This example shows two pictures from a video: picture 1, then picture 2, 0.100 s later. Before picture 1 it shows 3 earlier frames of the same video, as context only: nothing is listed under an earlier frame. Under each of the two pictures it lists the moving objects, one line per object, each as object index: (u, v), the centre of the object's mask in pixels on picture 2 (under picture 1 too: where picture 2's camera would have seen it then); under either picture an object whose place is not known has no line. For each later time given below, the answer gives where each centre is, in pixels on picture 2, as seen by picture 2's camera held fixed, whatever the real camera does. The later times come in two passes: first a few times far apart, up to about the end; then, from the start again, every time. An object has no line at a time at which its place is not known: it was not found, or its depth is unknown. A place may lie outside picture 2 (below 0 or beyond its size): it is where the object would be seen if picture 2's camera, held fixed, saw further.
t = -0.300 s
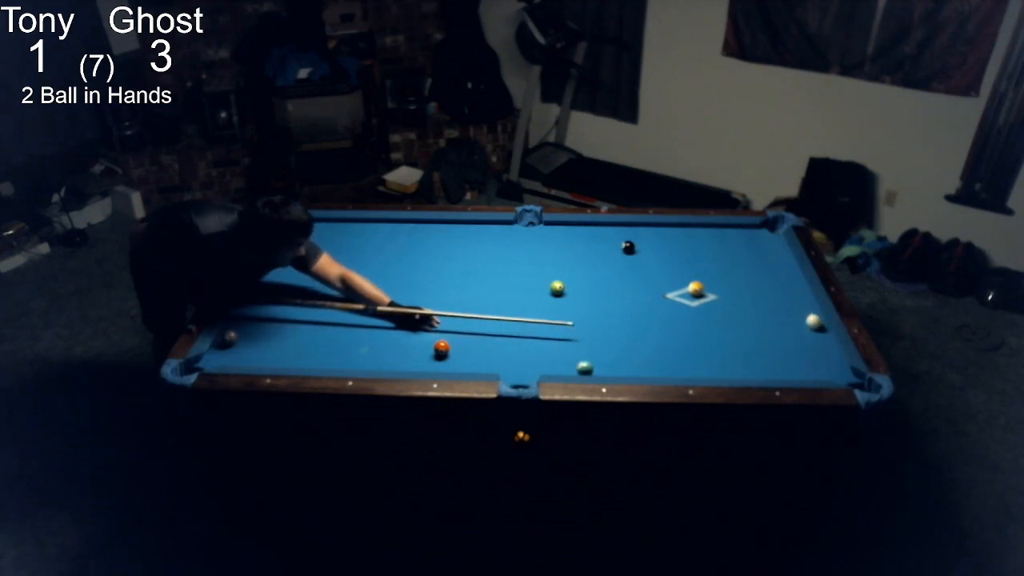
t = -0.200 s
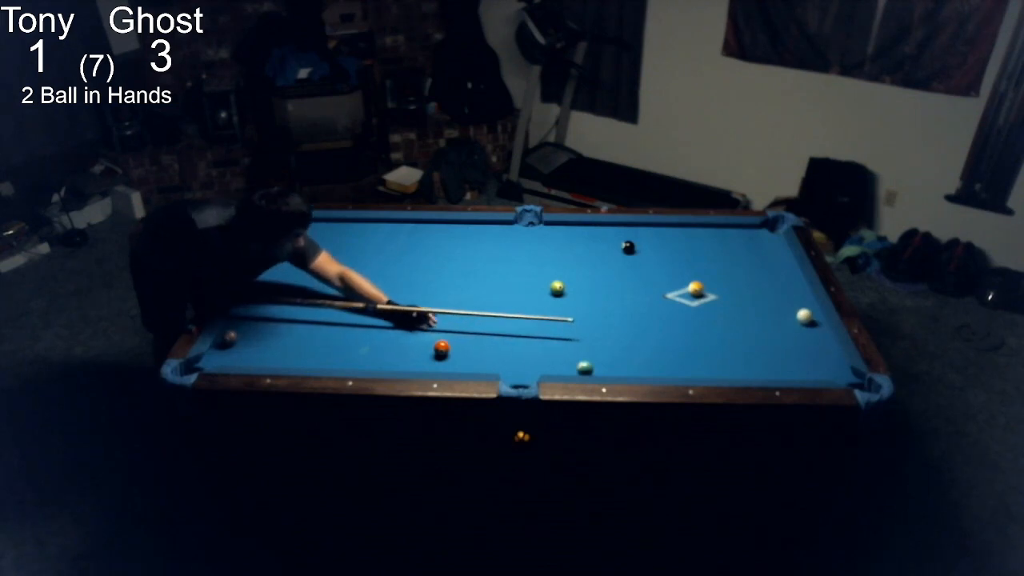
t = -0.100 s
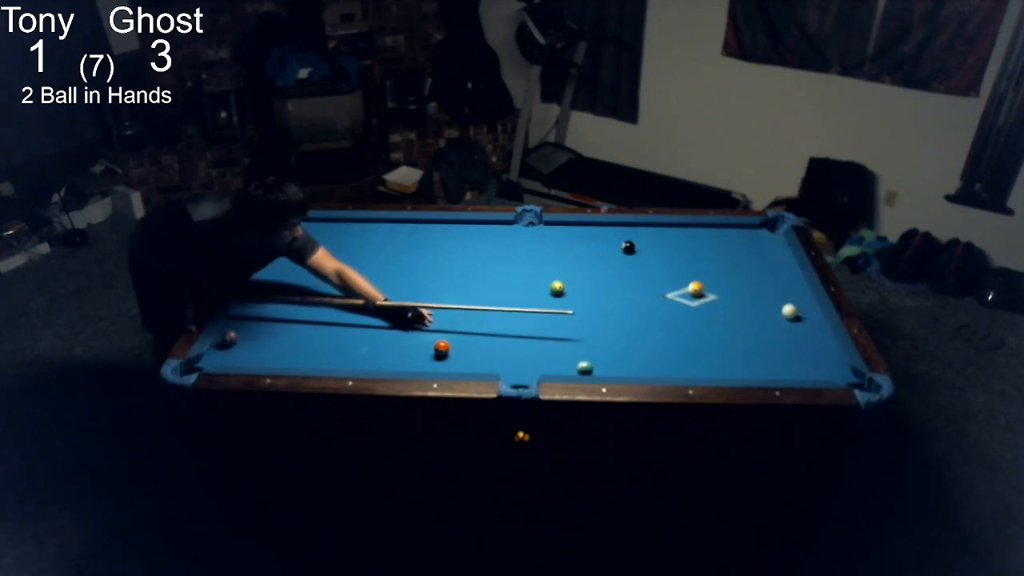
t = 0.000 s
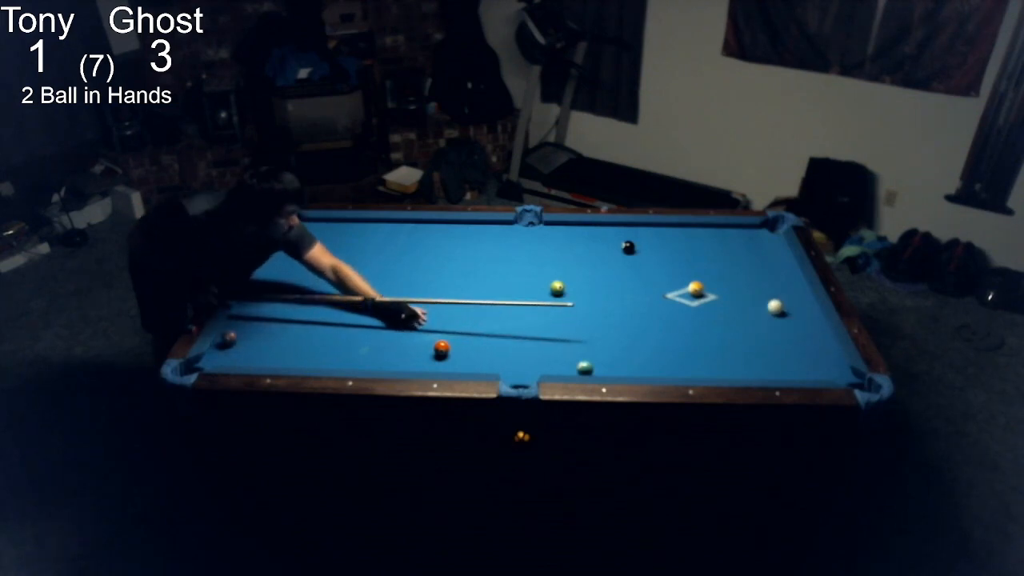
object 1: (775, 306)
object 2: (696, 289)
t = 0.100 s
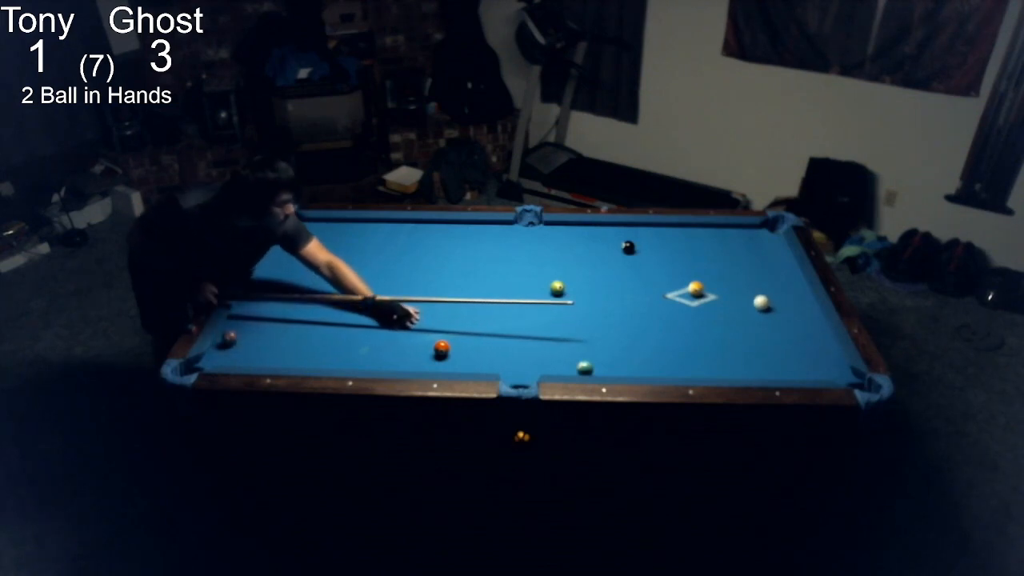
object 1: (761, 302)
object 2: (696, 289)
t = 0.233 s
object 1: (743, 297)
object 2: (696, 289)
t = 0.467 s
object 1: (713, 288)
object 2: (696, 289)
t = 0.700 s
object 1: (697, 279)
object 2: (685, 290)
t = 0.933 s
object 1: (685, 270)
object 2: (672, 292)
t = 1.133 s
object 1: (674, 263)
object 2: (663, 293)
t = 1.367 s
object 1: (663, 257)
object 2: (653, 295)
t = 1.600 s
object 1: (653, 251)
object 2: (644, 296)
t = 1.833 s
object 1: (643, 245)
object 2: (636, 297)
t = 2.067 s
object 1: (635, 239)
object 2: (629, 299)
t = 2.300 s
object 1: (626, 236)
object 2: (623, 300)
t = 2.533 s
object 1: (620, 232)
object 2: (617, 301)
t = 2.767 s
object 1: (614, 229)
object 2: (614, 302)
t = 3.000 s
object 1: (608, 226)
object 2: (611, 302)
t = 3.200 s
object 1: (606, 226)
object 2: (610, 303)
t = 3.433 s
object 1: (604, 227)
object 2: (610, 303)
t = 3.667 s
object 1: (603, 228)
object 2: (610, 303)
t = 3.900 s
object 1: (603, 228)
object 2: (610, 303)
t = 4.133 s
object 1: (603, 228)
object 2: (610, 303)
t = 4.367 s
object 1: (603, 228)
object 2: (610, 303)
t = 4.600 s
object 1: (603, 228)
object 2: (610, 302)
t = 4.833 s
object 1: (603, 228)
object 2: (610, 302)
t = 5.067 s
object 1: (603, 228)
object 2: (610, 302)
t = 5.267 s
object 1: (603, 228)
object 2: (610, 302)
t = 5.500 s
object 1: (603, 228)
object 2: (610, 302)
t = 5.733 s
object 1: (603, 228)
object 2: (610, 303)
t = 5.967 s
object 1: (603, 229)
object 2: (610, 302)
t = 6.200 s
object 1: (603, 228)
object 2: (610, 302)
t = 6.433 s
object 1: (603, 228)
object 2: (610, 302)
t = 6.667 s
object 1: (603, 228)
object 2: (610, 302)
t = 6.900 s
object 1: (603, 228)
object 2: (610, 302)
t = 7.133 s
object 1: (603, 229)
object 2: (610, 303)
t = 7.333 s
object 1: (603, 229)
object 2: (610, 303)
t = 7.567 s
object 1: (603, 229)
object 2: (610, 302)
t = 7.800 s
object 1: (603, 229)
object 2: (610, 303)
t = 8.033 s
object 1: (603, 229)
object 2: (610, 302)
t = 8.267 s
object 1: (603, 229)
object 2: (610, 302)
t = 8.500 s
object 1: (603, 229)
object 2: (610, 302)
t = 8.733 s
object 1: (603, 229)
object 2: (610, 302)
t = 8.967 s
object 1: (603, 229)
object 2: (610, 302)
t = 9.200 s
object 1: (603, 229)
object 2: (610, 302)
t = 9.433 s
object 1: (603, 229)
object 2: (610, 303)
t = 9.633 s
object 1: (603, 229)
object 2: (610, 302)
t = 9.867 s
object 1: (603, 229)
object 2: (610, 302)
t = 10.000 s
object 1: (603, 229)
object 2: (610, 302)
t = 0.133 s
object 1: (756, 301)
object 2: (696, 289)
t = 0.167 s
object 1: (752, 300)
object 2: (696, 289)
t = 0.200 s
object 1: (747, 298)
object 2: (696, 289)
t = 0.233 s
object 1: (743, 297)
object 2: (696, 289)
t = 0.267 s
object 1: (739, 295)
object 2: (696, 289)
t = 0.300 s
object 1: (734, 294)
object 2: (696, 289)
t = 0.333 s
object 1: (730, 293)
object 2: (696, 289)
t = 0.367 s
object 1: (726, 292)
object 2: (696, 289)
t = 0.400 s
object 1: (721, 290)
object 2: (696, 289)
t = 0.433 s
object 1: (717, 289)
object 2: (696, 289)
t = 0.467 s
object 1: (713, 288)
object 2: (696, 289)
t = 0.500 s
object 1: (709, 286)
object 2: (695, 289)
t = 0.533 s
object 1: (708, 285)
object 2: (694, 289)
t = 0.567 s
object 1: (705, 284)
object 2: (692, 290)
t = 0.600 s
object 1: (703, 283)
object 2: (690, 290)
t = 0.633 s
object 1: (701, 281)
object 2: (688, 290)
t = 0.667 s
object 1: (699, 280)
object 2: (686, 290)
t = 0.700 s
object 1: (697, 279)
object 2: (685, 290)
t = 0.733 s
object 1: (695, 277)
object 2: (683, 290)
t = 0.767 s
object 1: (693, 276)
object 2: (681, 290)
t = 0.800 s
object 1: (692, 275)
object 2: (679, 290)
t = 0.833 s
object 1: (690, 274)
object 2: (677, 291)
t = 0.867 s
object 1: (688, 272)
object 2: (675, 291)
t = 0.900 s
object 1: (687, 271)
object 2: (674, 291)
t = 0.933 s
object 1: (685, 270)
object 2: (672, 292)
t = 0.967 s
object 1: (683, 269)
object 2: (670, 291)
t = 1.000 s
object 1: (681, 268)
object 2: (669, 292)
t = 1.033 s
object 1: (679, 267)
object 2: (668, 292)
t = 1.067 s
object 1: (678, 266)
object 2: (666, 292)
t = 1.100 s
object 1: (676, 265)
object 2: (665, 293)
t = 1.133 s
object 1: (674, 263)
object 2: (663, 293)
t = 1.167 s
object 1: (673, 263)
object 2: (662, 293)
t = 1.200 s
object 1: (671, 262)
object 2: (660, 293)
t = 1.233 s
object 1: (669, 261)
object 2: (659, 294)
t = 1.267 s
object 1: (668, 260)
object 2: (657, 294)
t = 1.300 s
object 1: (666, 259)
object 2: (656, 294)
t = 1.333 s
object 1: (664, 258)
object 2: (655, 294)
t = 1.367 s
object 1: (663, 257)
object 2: (653, 295)
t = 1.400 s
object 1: (661, 256)
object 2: (652, 295)
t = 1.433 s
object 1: (660, 255)
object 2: (651, 295)
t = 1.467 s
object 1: (658, 254)
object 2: (649, 295)
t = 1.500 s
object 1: (657, 253)
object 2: (648, 295)
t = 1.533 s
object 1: (656, 252)
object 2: (647, 296)
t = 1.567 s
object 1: (654, 252)
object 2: (645, 296)
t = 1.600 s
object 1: (653, 251)
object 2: (644, 296)
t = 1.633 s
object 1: (651, 250)
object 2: (643, 296)
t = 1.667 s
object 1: (650, 249)
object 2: (642, 297)
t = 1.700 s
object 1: (649, 248)
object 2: (640, 297)
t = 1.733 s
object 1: (647, 248)
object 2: (639, 297)
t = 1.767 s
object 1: (646, 247)
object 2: (638, 297)
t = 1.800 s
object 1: (645, 246)
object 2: (637, 297)
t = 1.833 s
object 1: (643, 245)
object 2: (636, 297)
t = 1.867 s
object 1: (642, 244)
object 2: (635, 298)
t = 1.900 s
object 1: (641, 244)
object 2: (633, 298)
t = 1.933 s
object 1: (640, 243)
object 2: (632, 298)
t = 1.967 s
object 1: (639, 242)
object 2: (632, 298)
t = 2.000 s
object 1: (637, 241)
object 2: (631, 298)
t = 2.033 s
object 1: (636, 240)
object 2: (629, 299)
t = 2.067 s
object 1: (635, 239)
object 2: (629, 299)
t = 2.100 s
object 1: (634, 239)
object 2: (628, 299)
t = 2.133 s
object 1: (632, 238)
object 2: (627, 299)
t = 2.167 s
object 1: (631, 237)
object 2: (626, 299)
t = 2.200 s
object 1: (630, 237)
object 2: (625, 299)
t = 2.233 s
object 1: (628, 236)
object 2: (624, 300)
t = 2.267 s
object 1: (627, 236)
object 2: (623, 300)
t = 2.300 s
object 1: (626, 236)
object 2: (623, 300)
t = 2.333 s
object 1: (625, 236)
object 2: (622, 300)
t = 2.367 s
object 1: (624, 235)
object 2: (621, 300)
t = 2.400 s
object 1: (623, 235)
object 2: (620, 300)
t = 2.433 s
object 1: (622, 234)
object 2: (620, 301)
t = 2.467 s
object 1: (621, 233)
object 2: (619, 301)
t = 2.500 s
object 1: (620, 233)
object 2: (618, 301)
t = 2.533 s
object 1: (620, 232)
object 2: (617, 301)
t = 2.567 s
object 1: (619, 232)
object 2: (617, 301)
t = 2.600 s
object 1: (618, 231)
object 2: (616, 301)
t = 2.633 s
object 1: (617, 231)
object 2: (615, 301)
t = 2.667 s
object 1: (616, 230)
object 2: (615, 301)
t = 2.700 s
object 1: (615, 230)
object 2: (614, 301)
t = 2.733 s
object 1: (614, 229)
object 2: (614, 301)
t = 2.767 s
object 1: (614, 229)
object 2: (614, 302)
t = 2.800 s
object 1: (613, 228)
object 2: (613, 302)
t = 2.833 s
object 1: (612, 228)
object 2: (613, 302)
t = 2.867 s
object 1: (611, 228)
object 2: (612, 302)
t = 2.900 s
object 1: (610, 227)
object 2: (612, 302)
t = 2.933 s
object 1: (610, 227)
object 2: (612, 302)
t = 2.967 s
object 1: (609, 226)
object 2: (612, 302)
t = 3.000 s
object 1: (608, 226)
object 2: (611, 302)
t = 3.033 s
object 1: (607, 226)
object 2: (611, 302)
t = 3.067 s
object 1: (607, 225)
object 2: (611, 302)
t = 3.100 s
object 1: (606, 225)
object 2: (611, 302)
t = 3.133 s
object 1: (606, 226)
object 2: (610, 302)
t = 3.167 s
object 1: (606, 226)
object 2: (610, 303)
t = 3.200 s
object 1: (606, 226)
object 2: (610, 303)
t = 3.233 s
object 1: (605, 226)
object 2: (610, 303)
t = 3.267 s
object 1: (605, 226)
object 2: (610, 303)
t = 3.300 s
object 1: (605, 226)
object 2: (610, 303)
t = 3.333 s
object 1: (605, 227)
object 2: (610, 303)
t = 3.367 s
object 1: (604, 227)
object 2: (610, 302)
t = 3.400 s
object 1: (604, 227)
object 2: (610, 303)
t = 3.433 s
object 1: (604, 227)
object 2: (610, 303)
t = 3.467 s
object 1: (604, 227)
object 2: (610, 303)
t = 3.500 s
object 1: (604, 227)
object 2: (610, 303)
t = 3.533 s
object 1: (603, 227)
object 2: (610, 303)
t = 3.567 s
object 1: (603, 227)
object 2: (610, 303)
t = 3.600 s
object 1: (603, 228)
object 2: (610, 303)
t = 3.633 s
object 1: (603, 228)
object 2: (610, 303)
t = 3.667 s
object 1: (603, 228)
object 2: (610, 303)
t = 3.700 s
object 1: (603, 228)
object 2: (610, 303)
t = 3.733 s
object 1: (603, 228)
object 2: (610, 303)
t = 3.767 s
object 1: (603, 228)
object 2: (610, 303)
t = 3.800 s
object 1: (603, 228)
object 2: (610, 303)
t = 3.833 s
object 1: (603, 228)
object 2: (610, 303)
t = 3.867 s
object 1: (603, 228)
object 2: (610, 303)
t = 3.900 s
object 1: (603, 228)
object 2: (610, 303)
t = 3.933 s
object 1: (603, 228)
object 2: (610, 303)
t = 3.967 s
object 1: (603, 228)
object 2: (610, 303)
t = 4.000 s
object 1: (603, 228)
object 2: (610, 303)
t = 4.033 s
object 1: (603, 228)
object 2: (610, 303)
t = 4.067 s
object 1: (603, 228)
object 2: (610, 303)
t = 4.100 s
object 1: (603, 228)
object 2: (610, 303)
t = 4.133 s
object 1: (603, 228)
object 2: (610, 303)
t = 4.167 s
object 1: (603, 228)
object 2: (610, 303)
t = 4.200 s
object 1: (603, 228)
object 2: (610, 303)
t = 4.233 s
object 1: (603, 228)
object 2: (610, 303)
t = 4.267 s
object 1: (603, 228)
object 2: (610, 303)
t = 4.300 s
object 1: (603, 228)
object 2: (610, 303)
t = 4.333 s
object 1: (603, 228)
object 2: (610, 303)
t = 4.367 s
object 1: (603, 228)
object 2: (610, 303)
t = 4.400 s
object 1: (603, 228)
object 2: (610, 303)
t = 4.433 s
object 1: (603, 228)
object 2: (610, 303)
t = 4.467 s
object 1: (603, 228)
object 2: (610, 303)
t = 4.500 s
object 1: (603, 228)
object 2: (610, 303)
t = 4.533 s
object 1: (603, 228)
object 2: (610, 303)
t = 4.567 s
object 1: (603, 228)
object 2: (610, 303)
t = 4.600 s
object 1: (603, 228)
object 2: (610, 302)
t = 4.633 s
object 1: (603, 228)
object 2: (610, 303)
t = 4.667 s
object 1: (603, 228)
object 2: (610, 303)
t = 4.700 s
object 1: (603, 228)
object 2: (610, 302)
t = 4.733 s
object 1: (603, 228)
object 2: (610, 302)
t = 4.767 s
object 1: (603, 228)
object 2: (610, 302)
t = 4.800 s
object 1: (603, 228)
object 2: (610, 302)
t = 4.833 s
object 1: (603, 228)
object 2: (610, 302)
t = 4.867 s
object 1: (603, 228)
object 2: (610, 302)
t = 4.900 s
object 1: (603, 228)
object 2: (610, 302)
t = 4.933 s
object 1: (603, 228)
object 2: (610, 302)
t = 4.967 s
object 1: (603, 228)
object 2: (610, 302)
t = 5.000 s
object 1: (603, 228)
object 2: (610, 303)
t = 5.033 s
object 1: (603, 228)
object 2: (610, 302)
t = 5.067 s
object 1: (603, 228)
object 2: (610, 302)
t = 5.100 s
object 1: (603, 228)
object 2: (610, 302)
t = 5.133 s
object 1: (603, 228)
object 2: (610, 302)
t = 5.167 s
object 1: (603, 228)
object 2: (610, 302)
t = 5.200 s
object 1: (603, 228)
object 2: (610, 302)
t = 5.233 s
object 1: (603, 228)
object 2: (610, 302)
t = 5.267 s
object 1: (603, 228)
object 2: (610, 302)
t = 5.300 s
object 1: (603, 229)
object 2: (610, 302)
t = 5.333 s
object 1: (603, 228)
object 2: (610, 302)
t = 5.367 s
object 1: (603, 229)
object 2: (610, 302)
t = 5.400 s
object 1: (603, 228)
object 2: (610, 302)
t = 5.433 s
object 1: (603, 228)
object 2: (610, 302)
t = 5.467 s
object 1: (603, 228)
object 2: (610, 302)
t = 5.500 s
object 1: (603, 228)
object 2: (610, 302)
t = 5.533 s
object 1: (603, 228)
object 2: (610, 302)
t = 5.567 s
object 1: (603, 228)
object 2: (610, 302)
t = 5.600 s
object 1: (603, 228)
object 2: (610, 302)
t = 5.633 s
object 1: (603, 229)
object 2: (610, 302)
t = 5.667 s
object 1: (603, 228)
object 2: (610, 302)
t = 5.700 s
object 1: (603, 228)
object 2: (610, 302)
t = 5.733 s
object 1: (603, 228)
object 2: (610, 303)
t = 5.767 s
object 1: (603, 228)
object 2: (610, 302)
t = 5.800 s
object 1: (603, 228)
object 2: (610, 302)
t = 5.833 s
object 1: (603, 228)
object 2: (610, 302)
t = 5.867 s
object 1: (603, 229)
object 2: (610, 302)
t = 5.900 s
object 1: (603, 228)
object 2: (610, 302)
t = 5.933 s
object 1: (603, 229)
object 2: (610, 302)
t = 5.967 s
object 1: (603, 229)
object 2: (610, 302)
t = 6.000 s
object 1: (603, 229)
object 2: (610, 302)
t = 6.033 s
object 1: (603, 228)
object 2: (610, 302)
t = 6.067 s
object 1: (603, 228)
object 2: (610, 302)
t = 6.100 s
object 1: (603, 228)
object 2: (610, 302)
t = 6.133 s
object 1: (603, 228)
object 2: (610, 302)
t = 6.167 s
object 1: (603, 228)
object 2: (610, 302)
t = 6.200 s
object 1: (603, 228)
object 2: (610, 302)
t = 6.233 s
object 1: (603, 228)
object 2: (610, 302)
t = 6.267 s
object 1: (603, 228)
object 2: (610, 302)
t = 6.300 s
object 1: (603, 228)
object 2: (610, 302)
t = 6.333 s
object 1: (603, 228)
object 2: (610, 302)
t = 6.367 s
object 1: (603, 228)
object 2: (610, 302)
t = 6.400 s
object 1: (603, 228)
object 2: (610, 302)
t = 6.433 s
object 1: (603, 228)
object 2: (610, 302)
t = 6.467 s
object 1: (603, 228)
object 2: (610, 302)
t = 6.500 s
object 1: (603, 228)
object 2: (610, 302)
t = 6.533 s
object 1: (603, 228)
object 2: (610, 302)
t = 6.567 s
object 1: (603, 228)
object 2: (610, 302)
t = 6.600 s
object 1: (603, 228)
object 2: (610, 302)
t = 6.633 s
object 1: (603, 228)
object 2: (610, 302)
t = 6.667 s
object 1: (603, 228)
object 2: (610, 302)
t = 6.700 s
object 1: (603, 228)
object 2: (610, 302)
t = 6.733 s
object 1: (603, 228)
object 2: (610, 302)
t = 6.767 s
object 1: (603, 228)
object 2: (610, 302)
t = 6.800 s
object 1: (603, 228)
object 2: (610, 302)
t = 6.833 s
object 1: (603, 228)
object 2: (610, 302)
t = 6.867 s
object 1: (603, 228)
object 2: (610, 302)
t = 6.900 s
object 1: (603, 228)
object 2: (610, 302)
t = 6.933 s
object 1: (603, 228)
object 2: (610, 302)
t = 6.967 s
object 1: (603, 228)
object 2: (610, 303)
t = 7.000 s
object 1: (603, 229)
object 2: (610, 302)
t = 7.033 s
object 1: (603, 229)
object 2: (610, 302)
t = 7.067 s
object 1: (603, 229)
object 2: (610, 302)
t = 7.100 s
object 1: (603, 228)
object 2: (610, 302)
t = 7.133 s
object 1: (603, 229)
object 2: (610, 303)
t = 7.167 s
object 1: (603, 228)
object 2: (610, 303)
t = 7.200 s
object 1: (603, 228)
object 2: (610, 302)
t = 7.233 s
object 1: (603, 229)
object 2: (610, 302)
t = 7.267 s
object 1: (603, 229)
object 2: (610, 302)
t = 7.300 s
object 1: (603, 229)
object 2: (610, 303)
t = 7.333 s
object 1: (603, 229)
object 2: (610, 303)
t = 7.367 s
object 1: (603, 229)
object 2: (610, 303)
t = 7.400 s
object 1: (603, 229)
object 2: (610, 302)
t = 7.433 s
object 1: (603, 229)
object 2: (610, 302)
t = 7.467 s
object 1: (603, 229)
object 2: (610, 302)
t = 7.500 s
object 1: (603, 229)
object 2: (610, 303)
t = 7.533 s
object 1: (603, 229)
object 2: (610, 303)
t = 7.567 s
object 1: (603, 229)
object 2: (610, 302)
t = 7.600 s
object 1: (603, 229)
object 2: (610, 302)
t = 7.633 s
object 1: (603, 229)
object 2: (610, 302)
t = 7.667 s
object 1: (603, 229)
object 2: (610, 302)
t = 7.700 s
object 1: (603, 229)
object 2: (610, 303)
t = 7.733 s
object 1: (603, 229)
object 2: (610, 303)
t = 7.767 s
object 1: (603, 229)
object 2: (610, 302)
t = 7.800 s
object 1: (603, 229)
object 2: (610, 303)
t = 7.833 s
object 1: (603, 229)
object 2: (610, 302)
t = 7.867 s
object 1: (603, 229)
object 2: (610, 302)
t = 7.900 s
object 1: (603, 229)
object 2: (610, 302)
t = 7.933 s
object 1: (603, 229)
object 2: (610, 303)
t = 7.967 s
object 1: (603, 229)
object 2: (610, 302)
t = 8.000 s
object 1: (603, 229)
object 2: (610, 302)
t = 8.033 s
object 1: (603, 229)
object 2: (610, 302)
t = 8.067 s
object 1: (603, 229)
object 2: (610, 302)
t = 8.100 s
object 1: (603, 229)
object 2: (610, 302)
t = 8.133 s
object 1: (603, 229)
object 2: (610, 302)
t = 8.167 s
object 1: (603, 229)
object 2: (610, 302)
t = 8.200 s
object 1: (603, 229)
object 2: (610, 302)
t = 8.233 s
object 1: (603, 228)
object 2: (610, 302)
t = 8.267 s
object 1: (603, 229)
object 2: (610, 302)
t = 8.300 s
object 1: (603, 229)
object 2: (610, 302)
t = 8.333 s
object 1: (603, 229)
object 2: (610, 303)
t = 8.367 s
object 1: (603, 229)
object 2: (610, 302)
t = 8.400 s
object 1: (603, 229)
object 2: (610, 302)
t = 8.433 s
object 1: (603, 229)
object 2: (610, 302)
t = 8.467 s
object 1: (603, 229)
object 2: (610, 302)
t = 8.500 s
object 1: (603, 229)
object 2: (610, 302)
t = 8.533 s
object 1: (603, 229)
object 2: (610, 302)
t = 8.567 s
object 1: (603, 229)
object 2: (610, 302)
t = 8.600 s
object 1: (603, 229)
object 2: (610, 302)
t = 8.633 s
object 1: (603, 229)
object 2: (610, 302)
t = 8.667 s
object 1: (603, 229)
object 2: (610, 302)
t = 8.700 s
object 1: (603, 229)
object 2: (610, 302)
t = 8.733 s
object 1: (603, 229)
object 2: (610, 302)
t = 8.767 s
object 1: (603, 229)
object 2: (610, 302)
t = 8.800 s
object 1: (603, 229)
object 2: (610, 302)
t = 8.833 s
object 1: (603, 229)
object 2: (610, 302)
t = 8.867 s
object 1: (603, 229)
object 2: (610, 302)
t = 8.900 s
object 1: (603, 229)
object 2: (610, 302)
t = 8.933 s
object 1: (603, 229)
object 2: (610, 302)
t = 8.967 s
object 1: (603, 229)
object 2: (610, 302)
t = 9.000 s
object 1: (603, 229)
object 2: (610, 302)
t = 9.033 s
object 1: (603, 229)
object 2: (610, 302)
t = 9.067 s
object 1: (603, 229)
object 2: (610, 302)
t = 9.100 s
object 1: (603, 229)
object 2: (610, 302)
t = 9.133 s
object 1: (603, 229)
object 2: (610, 302)
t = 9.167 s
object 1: (603, 229)
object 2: (610, 303)
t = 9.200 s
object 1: (603, 229)
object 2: (610, 302)
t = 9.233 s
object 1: (603, 229)
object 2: (610, 303)
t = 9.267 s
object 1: (603, 229)
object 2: (610, 302)
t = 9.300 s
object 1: (603, 229)
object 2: (610, 302)
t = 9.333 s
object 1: (603, 229)
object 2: (610, 302)
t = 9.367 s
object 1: (603, 229)
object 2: (610, 302)
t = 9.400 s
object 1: (603, 229)
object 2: (610, 302)
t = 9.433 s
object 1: (603, 229)
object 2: (610, 303)
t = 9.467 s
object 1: (603, 229)
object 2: (610, 302)
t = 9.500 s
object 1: (603, 229)
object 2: (610, 302)
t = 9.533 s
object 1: (603, 229)
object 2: (610, 302)
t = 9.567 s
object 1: (603, 229)
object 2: (610, 302)
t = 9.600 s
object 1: (603, 229)
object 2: (610, 302)
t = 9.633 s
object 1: (603, 229)
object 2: (610, 302)
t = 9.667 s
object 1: (603, 229)
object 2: (610, 302)
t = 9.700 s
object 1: (603, 229)
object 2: (610, 303)
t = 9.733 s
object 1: (603, 229)
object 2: (610, 303)
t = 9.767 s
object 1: (603, 229)
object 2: (610, 302)
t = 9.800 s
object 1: (603, 229)
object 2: (610, 302)
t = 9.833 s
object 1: (603, 229)
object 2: (610, 303)
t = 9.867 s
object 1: (603, 229)
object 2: (610, 302)
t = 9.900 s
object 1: (603, 229)
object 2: (610, 303)
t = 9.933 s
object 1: (603, 229)
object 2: (610, 302)
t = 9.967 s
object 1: (603, 229)
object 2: (610, 302)
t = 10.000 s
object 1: (603, 229)
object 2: (610, 302)
